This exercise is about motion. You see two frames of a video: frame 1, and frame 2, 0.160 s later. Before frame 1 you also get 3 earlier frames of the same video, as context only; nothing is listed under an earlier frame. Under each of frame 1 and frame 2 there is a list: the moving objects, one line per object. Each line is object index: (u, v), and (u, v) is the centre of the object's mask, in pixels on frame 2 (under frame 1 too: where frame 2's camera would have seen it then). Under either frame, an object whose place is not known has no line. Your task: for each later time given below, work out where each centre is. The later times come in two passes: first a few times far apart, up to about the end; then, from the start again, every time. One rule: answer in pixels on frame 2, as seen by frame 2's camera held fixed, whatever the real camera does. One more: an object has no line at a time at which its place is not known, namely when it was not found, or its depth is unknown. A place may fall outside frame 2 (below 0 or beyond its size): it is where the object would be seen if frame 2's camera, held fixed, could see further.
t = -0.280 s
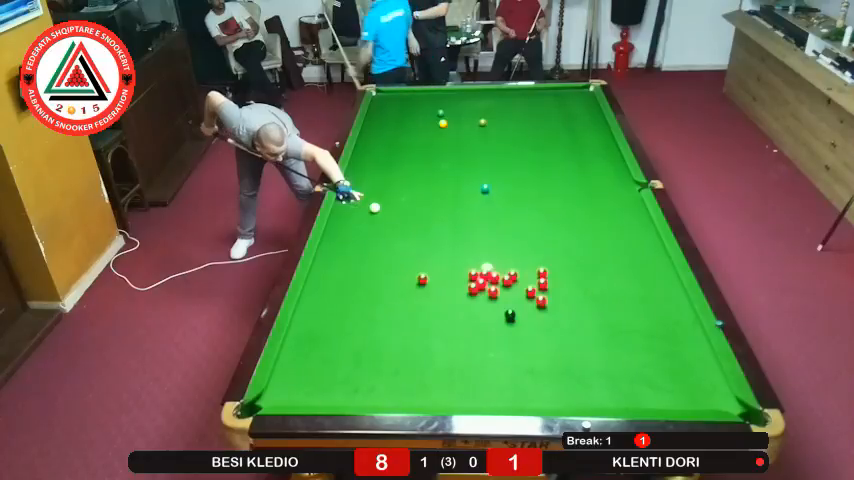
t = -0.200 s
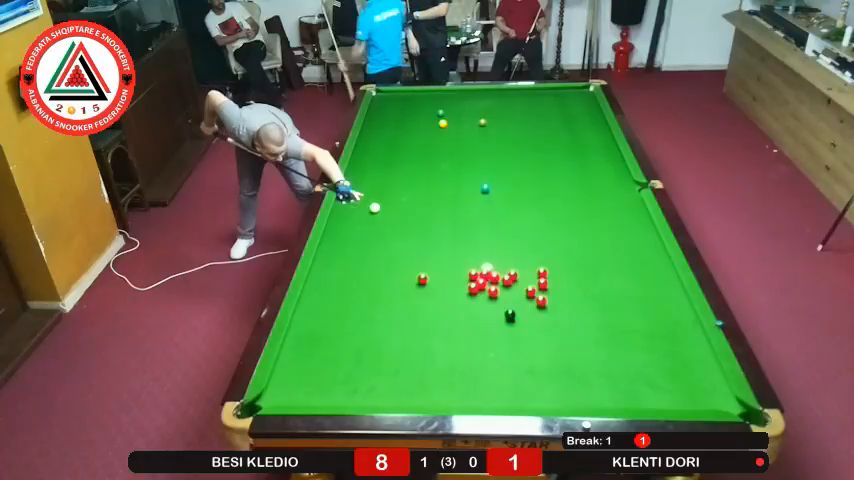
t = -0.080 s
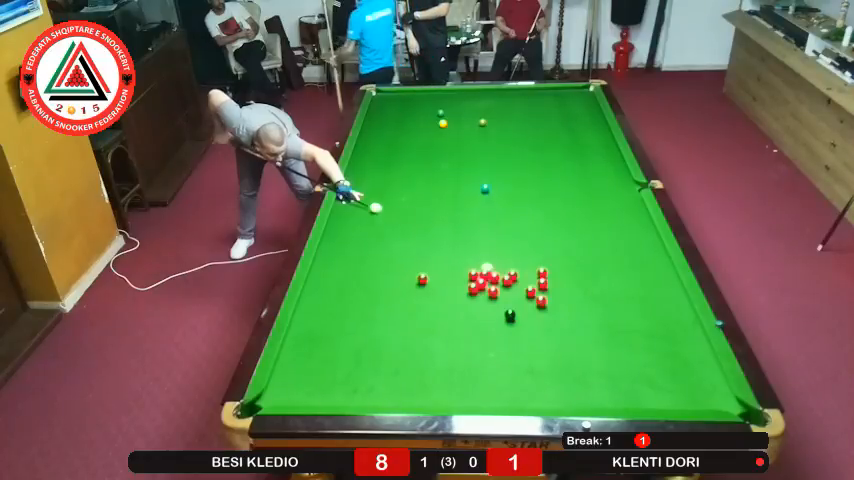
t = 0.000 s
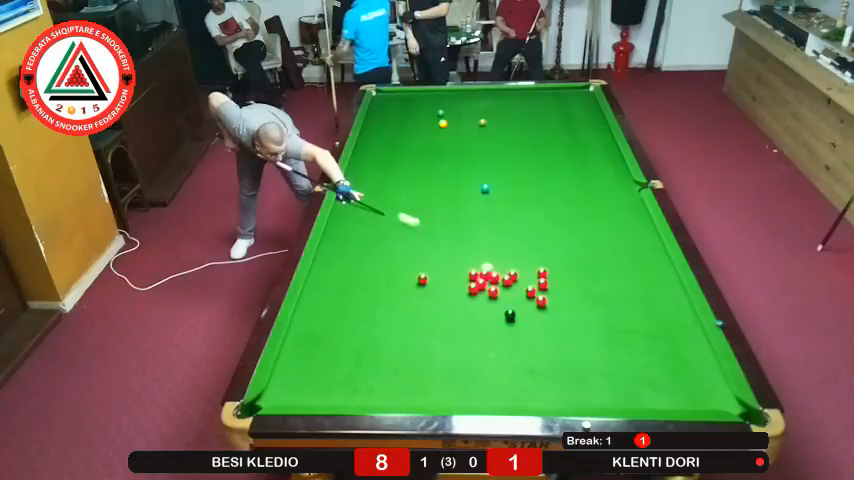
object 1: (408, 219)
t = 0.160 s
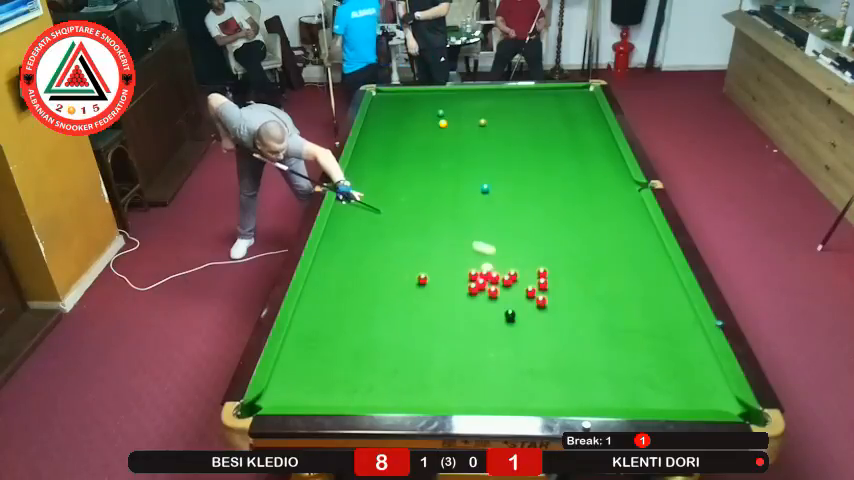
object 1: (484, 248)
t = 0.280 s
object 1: (537, 266)
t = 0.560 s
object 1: (565, 257)
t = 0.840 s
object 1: (588, 248)
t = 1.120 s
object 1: (610, 240)
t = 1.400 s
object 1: (631, 233)
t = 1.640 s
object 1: (647, 227)
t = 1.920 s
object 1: (636, 221)
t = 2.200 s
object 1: (621, 216)
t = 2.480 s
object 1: (608, 211)
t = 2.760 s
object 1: (596, 207)
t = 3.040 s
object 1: (587, 204)
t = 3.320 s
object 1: (578, 201)
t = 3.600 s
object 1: (571, 198)
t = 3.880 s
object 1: (565, 196)
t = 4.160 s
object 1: (561, 194)
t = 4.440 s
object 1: (557, 193)
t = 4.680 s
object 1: (555, 192)
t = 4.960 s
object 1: (553, 192)
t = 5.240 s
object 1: (553, 192)
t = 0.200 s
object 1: (503, 255)
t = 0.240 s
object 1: (523, 263)
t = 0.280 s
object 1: (537, 266)
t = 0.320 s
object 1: (542, 265)
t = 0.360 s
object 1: (546, 263)
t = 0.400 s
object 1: (550, 262)
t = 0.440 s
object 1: (554, 261)
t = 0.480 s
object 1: (558, 259)
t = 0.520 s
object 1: (561, 258)
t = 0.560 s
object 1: (565, 257)
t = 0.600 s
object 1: (568, 255)
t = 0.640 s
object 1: (572, 254)
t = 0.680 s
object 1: (575, 253)
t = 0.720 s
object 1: (579, 252)
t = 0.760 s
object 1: (582, 250)
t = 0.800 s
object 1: (585, 249)
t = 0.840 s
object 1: (588, 248)
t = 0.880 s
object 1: (592, 247)
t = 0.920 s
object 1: (595, 245)
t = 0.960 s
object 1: (598, 244)
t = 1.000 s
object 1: (601, 243)
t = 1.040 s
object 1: (604, 242)
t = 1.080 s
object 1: (607, 241)
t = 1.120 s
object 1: (610, 240)
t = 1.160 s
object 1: (614, 239)
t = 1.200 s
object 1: (616, 238)
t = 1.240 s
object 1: (620, 237)
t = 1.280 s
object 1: (622, 236)
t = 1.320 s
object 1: (625, 235)
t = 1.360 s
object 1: (628, 234)
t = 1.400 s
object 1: (631, 233)
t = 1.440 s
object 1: (634, 232)
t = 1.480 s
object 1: (637, 231)
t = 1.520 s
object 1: (639, 230)
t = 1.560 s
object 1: (642, 229)
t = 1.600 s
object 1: (644, 228)
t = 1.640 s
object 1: (647, 227)
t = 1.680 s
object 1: (650, 226)
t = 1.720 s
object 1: (648, 225)
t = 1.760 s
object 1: (646, 224)
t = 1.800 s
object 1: (643, 224)
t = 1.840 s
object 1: (641, 223)
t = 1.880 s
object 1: (638, 222)
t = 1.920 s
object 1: (636, 221)
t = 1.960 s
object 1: (634, 220)
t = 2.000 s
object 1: (631, 220)
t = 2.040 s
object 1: (629, 219)
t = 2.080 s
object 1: (627, 218)
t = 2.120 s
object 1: (625, 217)
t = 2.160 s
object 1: (623, 217)
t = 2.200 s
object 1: (621, 216)
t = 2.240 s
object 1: (619, 215)
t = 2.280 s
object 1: (617, 215)
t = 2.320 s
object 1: (615, 214)
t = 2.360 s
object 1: (613, 213)
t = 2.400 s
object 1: (612, 213)
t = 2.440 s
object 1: (610, 212)
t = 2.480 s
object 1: (608, 211)
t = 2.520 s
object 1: (606, 211)
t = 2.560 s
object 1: (604, 210)
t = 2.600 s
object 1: (603, 210)
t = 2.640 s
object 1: (601, 209)
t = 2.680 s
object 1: (600, 208)
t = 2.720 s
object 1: (598, 208)
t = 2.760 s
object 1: (596, 207)
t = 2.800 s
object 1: (595, 206)
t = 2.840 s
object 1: (594, 206)
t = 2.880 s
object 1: (592, 206)
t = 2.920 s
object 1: (591, 205)
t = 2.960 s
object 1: (589, 205)
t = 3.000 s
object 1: (588, 204)
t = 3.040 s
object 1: (587, 204)
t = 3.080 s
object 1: (586, 203)
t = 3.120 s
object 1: (584, 203)
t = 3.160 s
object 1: (583, 202)
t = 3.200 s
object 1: (582, 202)
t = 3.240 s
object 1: (581, 201)
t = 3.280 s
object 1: (579, 201)
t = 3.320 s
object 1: (578, 201)
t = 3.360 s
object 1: (577, 200)
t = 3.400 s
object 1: (576, 200)
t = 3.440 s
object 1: (575, 199)
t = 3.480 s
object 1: (574, 199)
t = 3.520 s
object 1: (573, 199)
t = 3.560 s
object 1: (572, 198)
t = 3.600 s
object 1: (571, 198)
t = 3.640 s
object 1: (570, 197)
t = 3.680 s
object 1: (569, 197)
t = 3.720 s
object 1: (568, 197)
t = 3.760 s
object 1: (568, 197)
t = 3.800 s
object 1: (567, 196)
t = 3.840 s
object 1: (566, 196)
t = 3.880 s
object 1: (565, 196)
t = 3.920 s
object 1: (565, 196)
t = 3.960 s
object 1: (564, 195)
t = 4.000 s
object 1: (563, 195)
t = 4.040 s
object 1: (563, 195)
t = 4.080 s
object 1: (562, 195)
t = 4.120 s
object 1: (561, 194)
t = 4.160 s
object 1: (561, 194)
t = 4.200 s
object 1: (560, 194)
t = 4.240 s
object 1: (560, 194)
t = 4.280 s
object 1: (559, 194)
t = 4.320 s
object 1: (558, 193)
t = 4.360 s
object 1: (558, 193)
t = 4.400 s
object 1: (558, 193)
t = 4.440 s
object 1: (557, 193)
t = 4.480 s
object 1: (557, 193)
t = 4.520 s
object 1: (556, 193)
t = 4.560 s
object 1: (556, 192)
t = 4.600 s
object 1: (556, 192)
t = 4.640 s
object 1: (555, 192)
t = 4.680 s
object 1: (555, 192)
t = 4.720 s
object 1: (555, 192)
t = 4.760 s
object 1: (554, 192)
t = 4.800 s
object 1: (554, 192)
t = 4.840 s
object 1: (554, 192)
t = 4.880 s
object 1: (554, 192)
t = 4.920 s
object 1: (553, 192)
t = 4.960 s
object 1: (553, 192)
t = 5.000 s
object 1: (553, 192)
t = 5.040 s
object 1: (553, 192)
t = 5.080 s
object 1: (553, 192)
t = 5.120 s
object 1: (553, 192)
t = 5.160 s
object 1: (553, 192)
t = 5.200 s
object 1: (553, 192)
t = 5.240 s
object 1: (553, 192)
